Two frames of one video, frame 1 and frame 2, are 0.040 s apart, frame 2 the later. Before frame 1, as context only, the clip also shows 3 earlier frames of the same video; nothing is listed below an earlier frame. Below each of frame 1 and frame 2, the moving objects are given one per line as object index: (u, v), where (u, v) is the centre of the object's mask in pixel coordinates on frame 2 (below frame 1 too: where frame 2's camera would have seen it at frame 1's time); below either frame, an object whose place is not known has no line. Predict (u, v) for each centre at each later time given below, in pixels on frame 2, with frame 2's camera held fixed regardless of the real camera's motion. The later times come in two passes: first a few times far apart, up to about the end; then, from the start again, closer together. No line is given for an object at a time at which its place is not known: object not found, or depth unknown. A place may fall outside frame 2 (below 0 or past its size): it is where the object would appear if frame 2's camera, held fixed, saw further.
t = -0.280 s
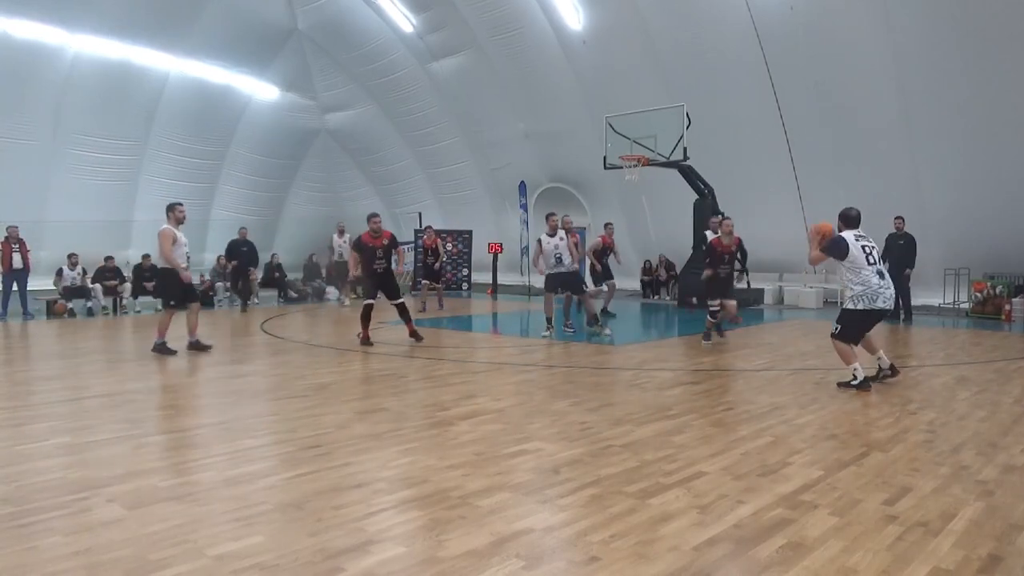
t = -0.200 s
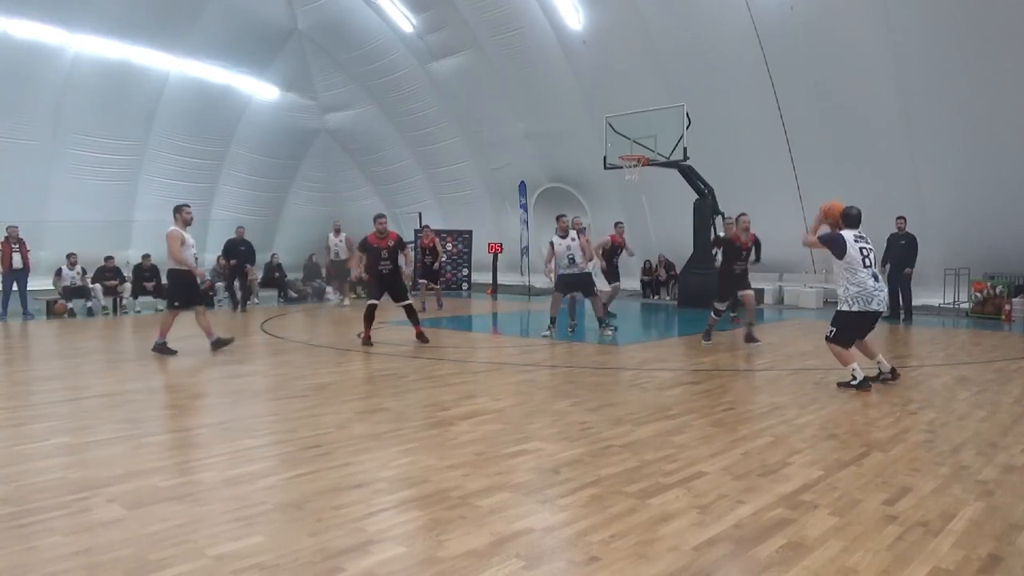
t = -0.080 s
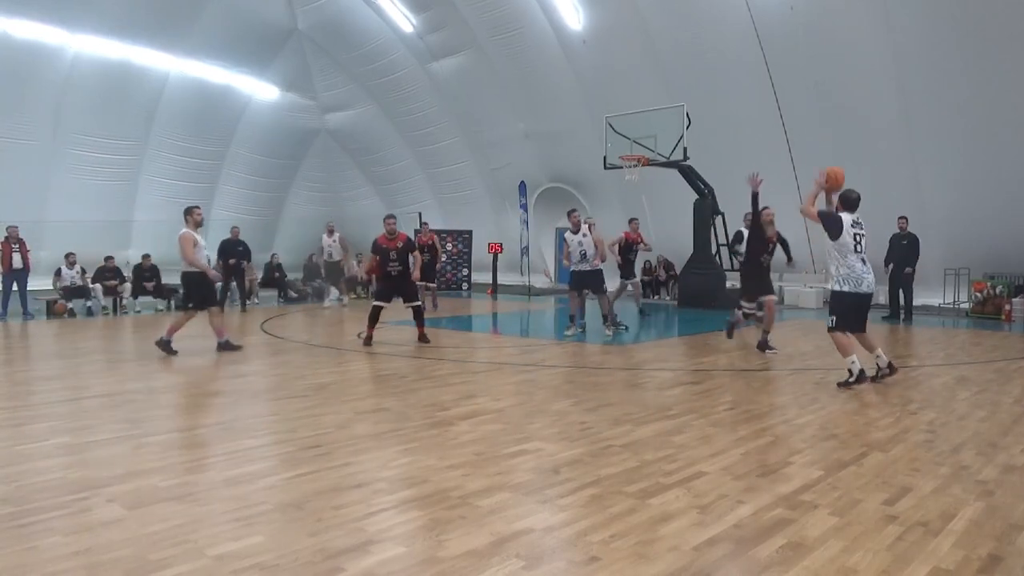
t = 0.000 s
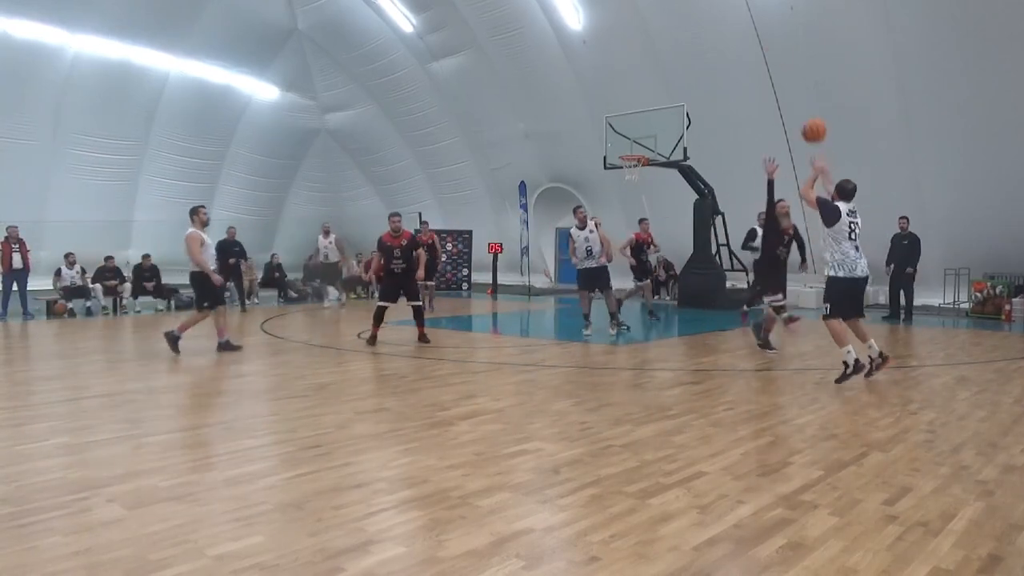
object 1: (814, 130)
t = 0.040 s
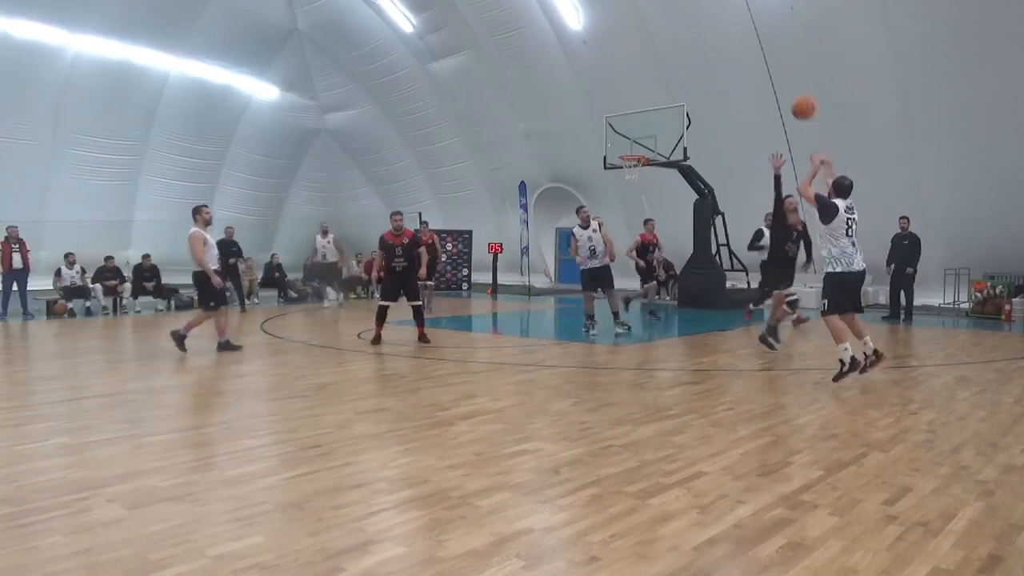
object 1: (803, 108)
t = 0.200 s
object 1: (766, 40)
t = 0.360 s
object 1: (735, 7)
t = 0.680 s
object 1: (687, 5)
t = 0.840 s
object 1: (668, 24)
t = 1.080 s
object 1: (645, 80)
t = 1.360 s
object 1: (627, 160)
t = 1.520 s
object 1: (627, 163)
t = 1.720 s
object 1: (624, 171)
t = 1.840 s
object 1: (624, 184)
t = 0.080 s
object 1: (793, 87)
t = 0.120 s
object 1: (784, 70)
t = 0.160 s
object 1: (774, 54)
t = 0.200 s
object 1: (766, 40)
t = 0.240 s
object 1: (757, 29)
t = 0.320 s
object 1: (742, 12)
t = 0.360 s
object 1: (735, 7)
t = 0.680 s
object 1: (687, 5)
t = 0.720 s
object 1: (682, 7)
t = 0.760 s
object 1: (677, 11)
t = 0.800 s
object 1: (673, 18)
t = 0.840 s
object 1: (668, 24)
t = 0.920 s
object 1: (659, 41)
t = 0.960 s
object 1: (656, 49)
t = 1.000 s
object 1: (652, 59)
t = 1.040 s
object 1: (648, 69)
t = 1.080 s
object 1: (645, 80)
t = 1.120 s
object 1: (641, 91)
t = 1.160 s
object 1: (637, 102)
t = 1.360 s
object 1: (627, 160)
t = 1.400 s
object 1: (625, 158)
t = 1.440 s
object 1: (629, 163)
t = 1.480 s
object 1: (628, 163)
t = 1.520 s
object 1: (627, 163)
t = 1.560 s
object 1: (627, 163)
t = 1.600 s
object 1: (625, 165)
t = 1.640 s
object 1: (625, 166)
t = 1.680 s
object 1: (625, 167)
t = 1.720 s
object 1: (624, 171)
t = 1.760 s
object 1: (624, 175)
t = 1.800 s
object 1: (624, 179)
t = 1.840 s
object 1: (624, 184)
